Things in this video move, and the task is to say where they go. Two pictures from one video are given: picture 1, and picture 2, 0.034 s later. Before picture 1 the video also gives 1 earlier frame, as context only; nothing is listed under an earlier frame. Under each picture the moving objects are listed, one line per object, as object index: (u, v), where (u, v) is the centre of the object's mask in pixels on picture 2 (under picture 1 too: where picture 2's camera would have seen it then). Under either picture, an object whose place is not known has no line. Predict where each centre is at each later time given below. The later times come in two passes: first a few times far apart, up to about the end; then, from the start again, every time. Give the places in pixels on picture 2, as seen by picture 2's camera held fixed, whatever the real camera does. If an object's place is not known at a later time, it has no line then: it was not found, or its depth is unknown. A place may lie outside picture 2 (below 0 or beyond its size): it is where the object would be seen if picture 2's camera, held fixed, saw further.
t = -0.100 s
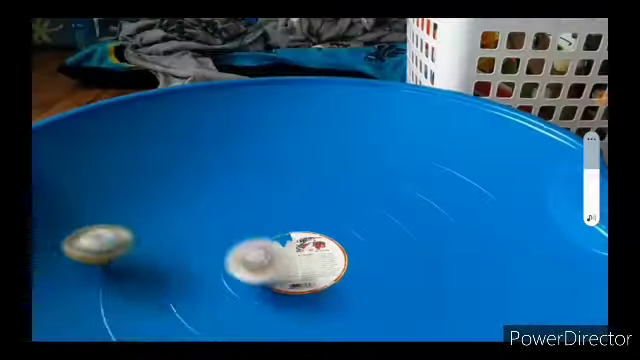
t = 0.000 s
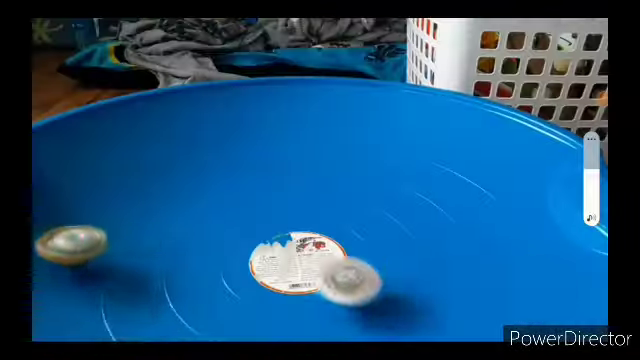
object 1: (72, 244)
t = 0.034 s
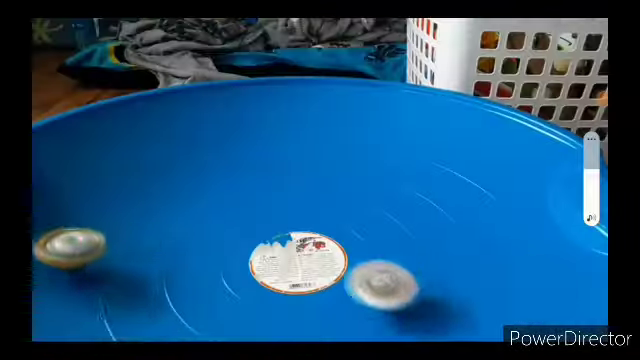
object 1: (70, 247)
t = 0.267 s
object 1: (112, 285)
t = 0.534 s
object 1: (218, 265)
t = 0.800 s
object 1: (287, 222)
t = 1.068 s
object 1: (328, 189)
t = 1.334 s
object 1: (345, 167)
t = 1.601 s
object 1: (331, 165)
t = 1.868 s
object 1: (128, 134)
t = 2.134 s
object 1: (64, 193)
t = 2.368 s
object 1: (180, 271)
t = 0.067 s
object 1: (70, 252)
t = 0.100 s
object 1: (72, 258)
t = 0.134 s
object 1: (76, 264)
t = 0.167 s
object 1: (81, 270)
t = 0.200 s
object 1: (90, 276)
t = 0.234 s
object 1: (100, 281)
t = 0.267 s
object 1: (112, 285)
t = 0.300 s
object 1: (126, 288)
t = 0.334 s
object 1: (142, 288)
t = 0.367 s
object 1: (157, 286)
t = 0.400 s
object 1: (170, 283)
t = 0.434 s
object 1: (182, 280)
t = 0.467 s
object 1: (193, 275)
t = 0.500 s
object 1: (206, 270)
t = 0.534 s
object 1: (218, 265)
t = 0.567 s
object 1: (227, 258)
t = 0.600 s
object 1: (236, 253)
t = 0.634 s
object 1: (246, 249)
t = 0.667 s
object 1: (257, 244)
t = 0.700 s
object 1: (265, 238)
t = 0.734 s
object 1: (272, 233)
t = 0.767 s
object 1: (281, 228)
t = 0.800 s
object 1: (287, 222)
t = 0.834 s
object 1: (294, 218)
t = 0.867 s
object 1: (300, 213)
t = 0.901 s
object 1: (306, 208)
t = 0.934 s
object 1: (311, 204)
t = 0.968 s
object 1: (315, 200)
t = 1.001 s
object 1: (319, 196)
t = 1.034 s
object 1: (324, 192)
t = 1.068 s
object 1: (328, 189)
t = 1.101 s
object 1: (332, 185)
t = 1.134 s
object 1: (335, 181)
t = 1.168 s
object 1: (337, 178)
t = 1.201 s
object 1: (340, 176)
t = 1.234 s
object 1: (341, 173)
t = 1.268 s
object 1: (343, 171)
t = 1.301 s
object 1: (344, 169)
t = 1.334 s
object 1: (345, 167)
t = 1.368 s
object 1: (345, 165)
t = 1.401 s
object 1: (344, 163)
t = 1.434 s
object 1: (343, 162)
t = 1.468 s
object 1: (340, 162)
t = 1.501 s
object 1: (338, 162)
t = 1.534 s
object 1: (335, 162)
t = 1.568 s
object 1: (333, 163)
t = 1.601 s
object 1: (331, 165)
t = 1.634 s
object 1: (329, 167)
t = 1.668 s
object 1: (326, 168)
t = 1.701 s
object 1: (285, 161)
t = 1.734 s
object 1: (248, 154)
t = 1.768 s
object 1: (214, 147)
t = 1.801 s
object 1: (182, 141)
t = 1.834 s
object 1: (154, 136)
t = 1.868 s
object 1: (128, 134)
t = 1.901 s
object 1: (107, 133)
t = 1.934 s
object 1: (90, 134)
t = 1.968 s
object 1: (75, 138)
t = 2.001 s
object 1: (65, 144)
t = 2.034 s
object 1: (58, 153)
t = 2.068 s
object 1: (56, 163)
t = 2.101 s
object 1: (58, 178)
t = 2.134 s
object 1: (64, 193)
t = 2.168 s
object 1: (73, 205)
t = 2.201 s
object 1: (87, 222)
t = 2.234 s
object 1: (104, 236)
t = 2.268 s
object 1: (122, 247)
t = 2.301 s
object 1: (142, 258)
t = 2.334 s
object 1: (162, 266)
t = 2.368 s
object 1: (180, 271)
